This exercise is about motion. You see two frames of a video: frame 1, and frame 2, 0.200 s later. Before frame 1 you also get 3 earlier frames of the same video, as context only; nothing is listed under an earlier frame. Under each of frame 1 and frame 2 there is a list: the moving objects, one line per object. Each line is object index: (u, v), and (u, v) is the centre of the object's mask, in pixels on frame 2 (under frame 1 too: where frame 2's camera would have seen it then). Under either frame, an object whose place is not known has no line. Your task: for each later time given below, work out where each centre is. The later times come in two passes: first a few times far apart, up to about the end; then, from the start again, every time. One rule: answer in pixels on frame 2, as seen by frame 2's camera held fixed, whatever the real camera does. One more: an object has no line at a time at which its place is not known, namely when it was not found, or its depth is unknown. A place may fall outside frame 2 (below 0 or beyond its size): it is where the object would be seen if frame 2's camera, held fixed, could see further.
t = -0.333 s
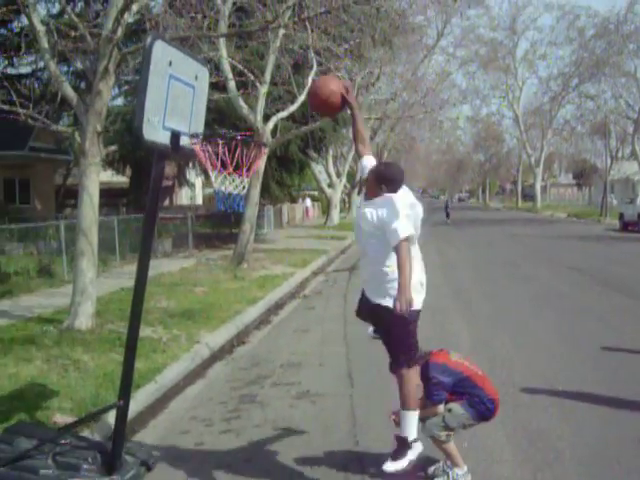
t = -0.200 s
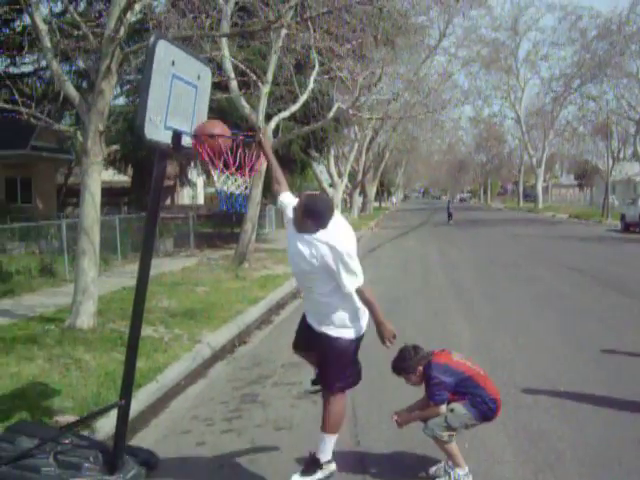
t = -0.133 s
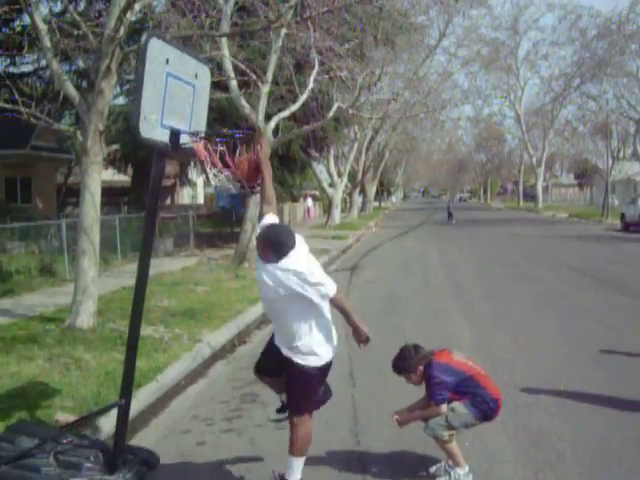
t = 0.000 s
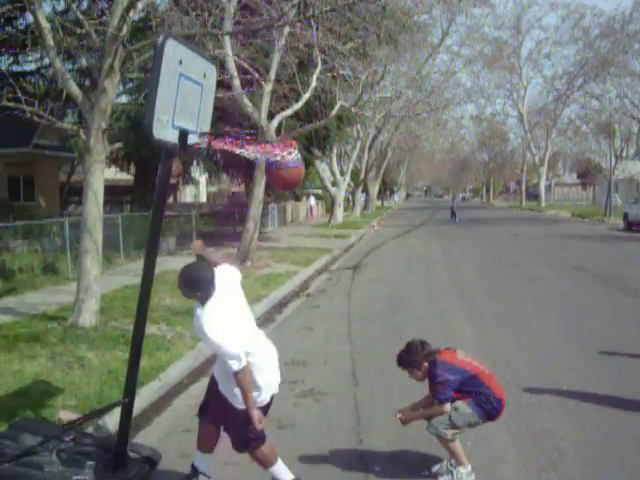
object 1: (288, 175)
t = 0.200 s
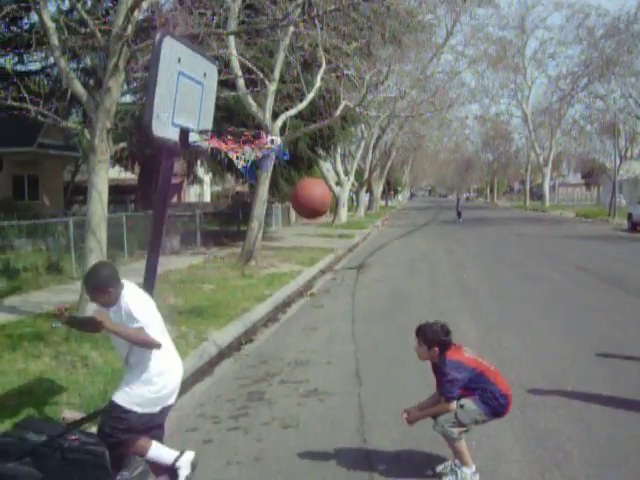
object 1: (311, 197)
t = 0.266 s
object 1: (318, 223)
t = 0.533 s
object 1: (349, 394)
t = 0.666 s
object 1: (355, 444)
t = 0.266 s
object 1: (318, 223)
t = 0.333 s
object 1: (326, 255)
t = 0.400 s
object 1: (333, 294)
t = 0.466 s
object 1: (341, 341)
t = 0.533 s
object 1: (349, 394)
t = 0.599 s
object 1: (358, 453)
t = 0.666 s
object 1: (355, 444)
